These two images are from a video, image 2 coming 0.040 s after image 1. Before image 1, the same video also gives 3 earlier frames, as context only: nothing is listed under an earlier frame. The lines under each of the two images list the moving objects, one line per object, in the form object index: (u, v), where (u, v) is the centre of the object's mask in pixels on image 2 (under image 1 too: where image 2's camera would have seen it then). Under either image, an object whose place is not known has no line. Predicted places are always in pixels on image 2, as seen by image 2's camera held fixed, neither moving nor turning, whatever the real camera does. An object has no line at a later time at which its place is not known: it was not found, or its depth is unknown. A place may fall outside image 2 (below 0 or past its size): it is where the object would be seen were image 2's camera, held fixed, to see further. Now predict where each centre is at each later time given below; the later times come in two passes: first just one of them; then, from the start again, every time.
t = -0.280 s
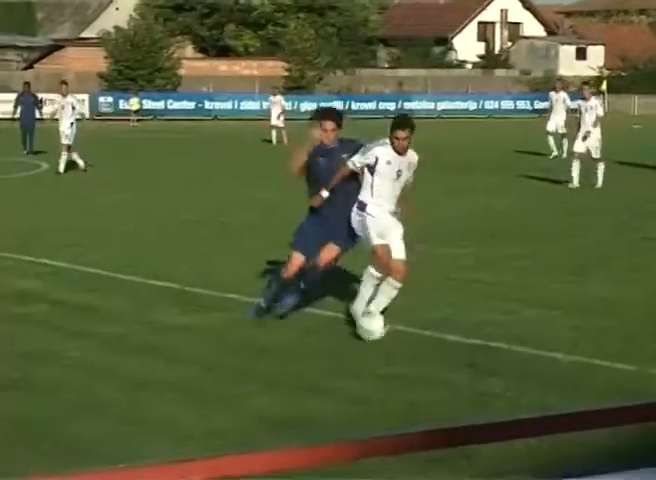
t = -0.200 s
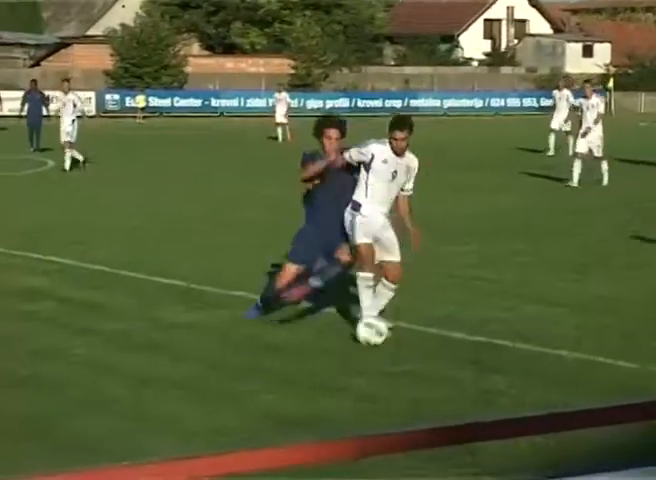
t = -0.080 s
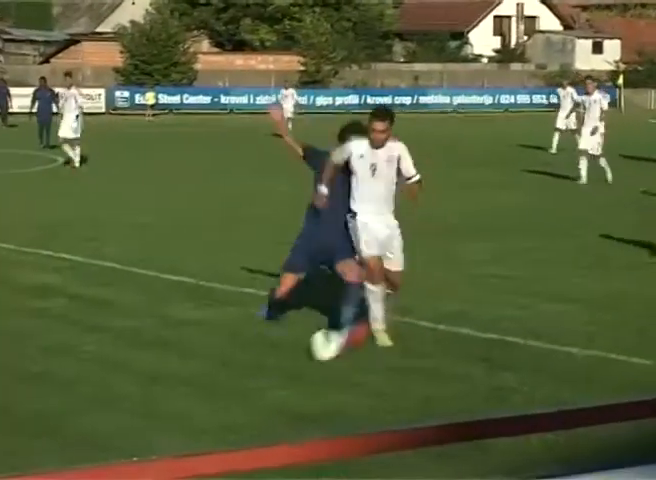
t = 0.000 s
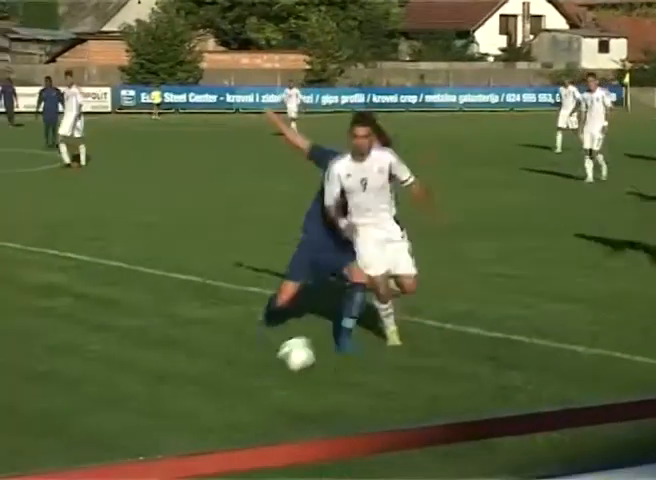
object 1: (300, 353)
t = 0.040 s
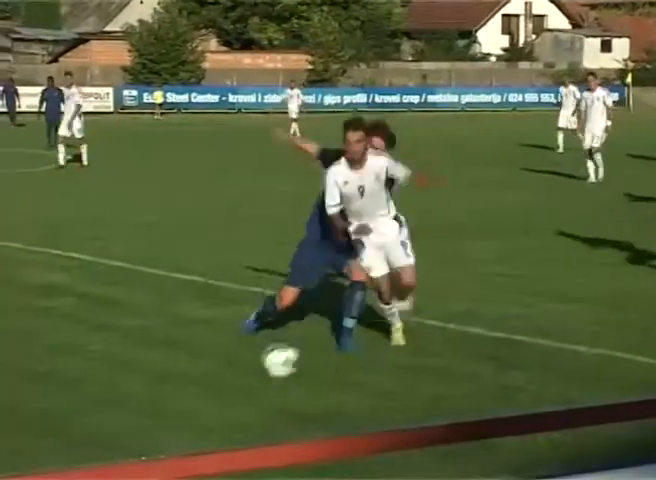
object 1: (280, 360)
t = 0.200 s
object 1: (216, 376)
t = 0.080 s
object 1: (261, 365)
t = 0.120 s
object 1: (247, 366)
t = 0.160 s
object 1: (231, 370)
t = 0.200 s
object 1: (216, 376)
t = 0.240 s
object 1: (199, 384)
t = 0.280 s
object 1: (182, 389)
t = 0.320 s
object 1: (168, 391)
